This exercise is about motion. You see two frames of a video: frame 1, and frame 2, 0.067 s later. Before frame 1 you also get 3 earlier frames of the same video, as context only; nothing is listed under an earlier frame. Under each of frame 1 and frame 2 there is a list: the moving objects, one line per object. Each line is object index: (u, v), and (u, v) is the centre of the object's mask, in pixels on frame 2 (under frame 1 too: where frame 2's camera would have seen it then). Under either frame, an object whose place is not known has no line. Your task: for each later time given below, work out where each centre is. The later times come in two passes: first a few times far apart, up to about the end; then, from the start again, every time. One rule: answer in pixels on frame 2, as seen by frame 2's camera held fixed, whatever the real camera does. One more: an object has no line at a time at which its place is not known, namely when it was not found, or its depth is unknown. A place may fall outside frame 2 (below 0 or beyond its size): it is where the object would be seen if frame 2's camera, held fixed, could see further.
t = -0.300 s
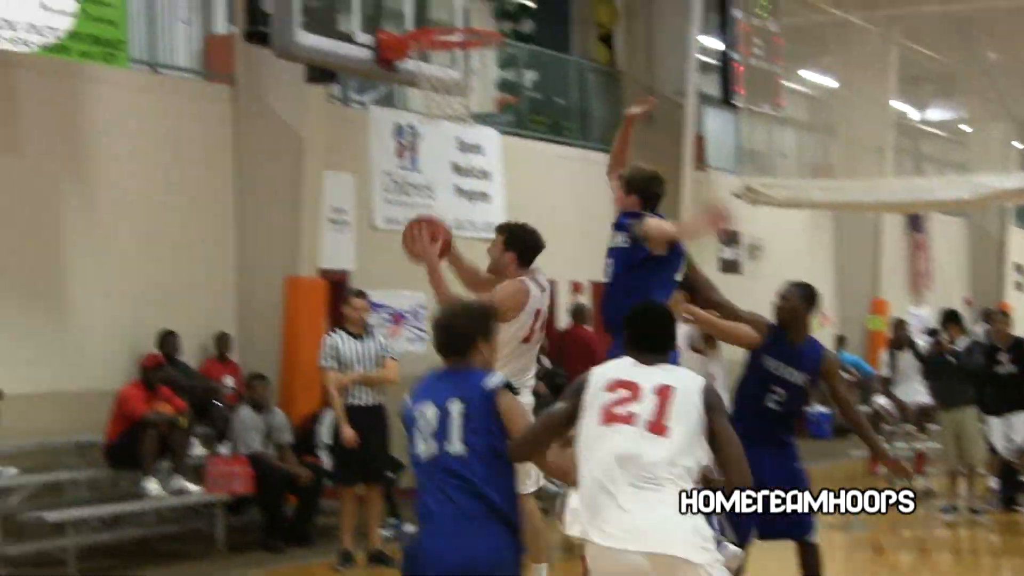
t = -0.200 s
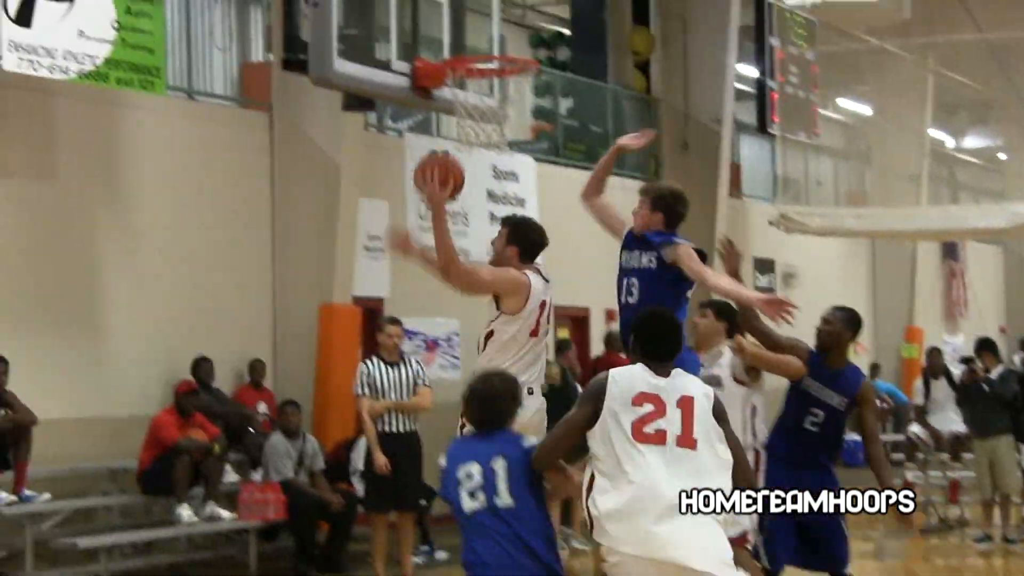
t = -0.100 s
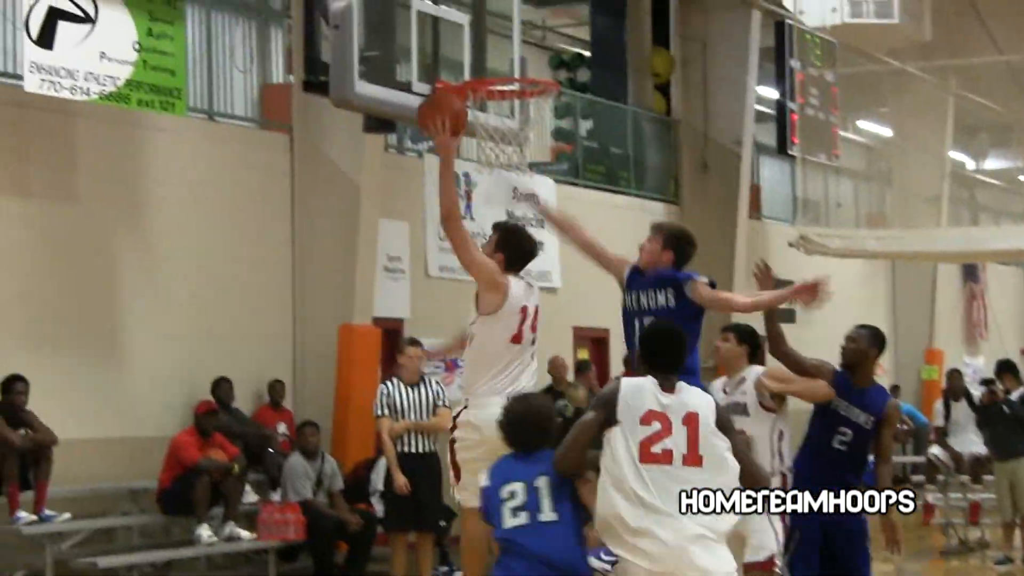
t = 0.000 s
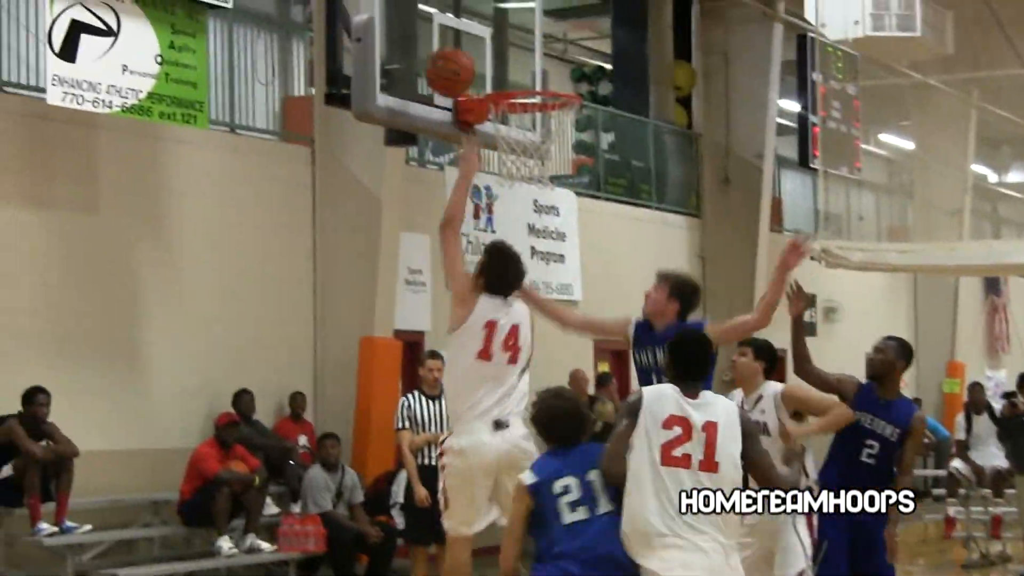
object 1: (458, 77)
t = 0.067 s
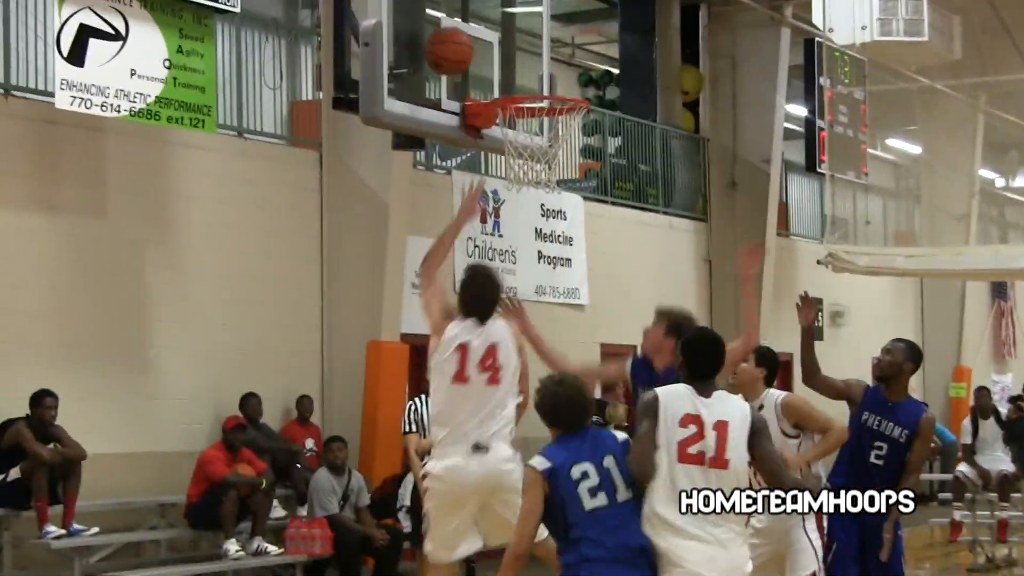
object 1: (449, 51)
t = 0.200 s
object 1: (486, 43)
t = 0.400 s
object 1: (541, 77)
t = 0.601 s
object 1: (563, 137)
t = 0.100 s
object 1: (455, 45)
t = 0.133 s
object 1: (466, 42)
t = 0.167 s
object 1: (476, 41)
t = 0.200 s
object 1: (486, 43)
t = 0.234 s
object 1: (497, 46)
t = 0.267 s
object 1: (507, 53)
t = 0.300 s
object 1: (518, 60)
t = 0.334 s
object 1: (529, 72)
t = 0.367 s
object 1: (538, 77)
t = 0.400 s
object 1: (541, 77)
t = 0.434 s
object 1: (545, 80)
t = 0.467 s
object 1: (549, 83)
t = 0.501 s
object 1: (554, 88)
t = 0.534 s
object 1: (560, 94)
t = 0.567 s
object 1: (561, 125)
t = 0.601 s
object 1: (563, 137)
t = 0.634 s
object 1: (565, 148)
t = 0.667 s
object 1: (566, 159)
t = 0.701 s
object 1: (564, 178)
